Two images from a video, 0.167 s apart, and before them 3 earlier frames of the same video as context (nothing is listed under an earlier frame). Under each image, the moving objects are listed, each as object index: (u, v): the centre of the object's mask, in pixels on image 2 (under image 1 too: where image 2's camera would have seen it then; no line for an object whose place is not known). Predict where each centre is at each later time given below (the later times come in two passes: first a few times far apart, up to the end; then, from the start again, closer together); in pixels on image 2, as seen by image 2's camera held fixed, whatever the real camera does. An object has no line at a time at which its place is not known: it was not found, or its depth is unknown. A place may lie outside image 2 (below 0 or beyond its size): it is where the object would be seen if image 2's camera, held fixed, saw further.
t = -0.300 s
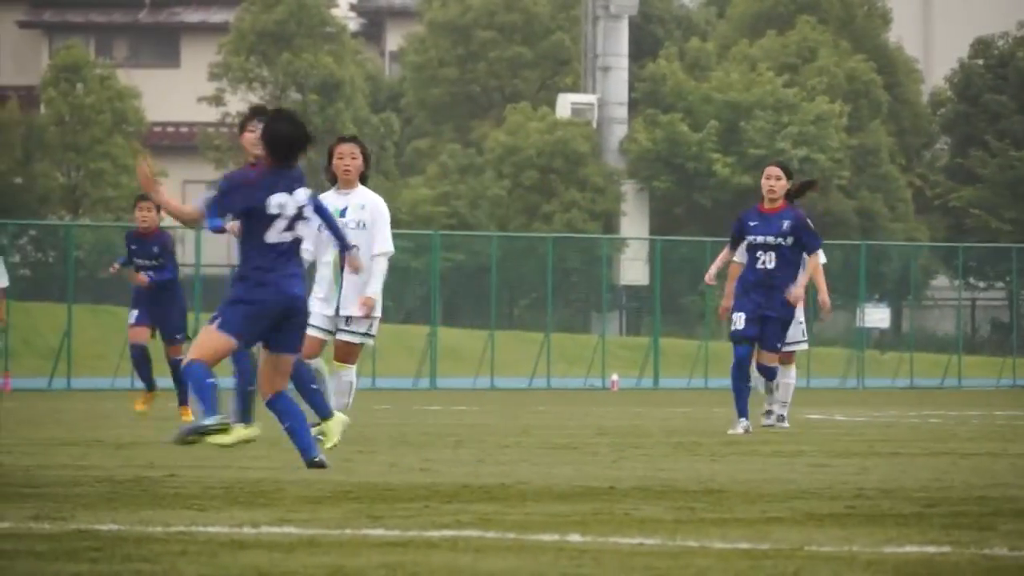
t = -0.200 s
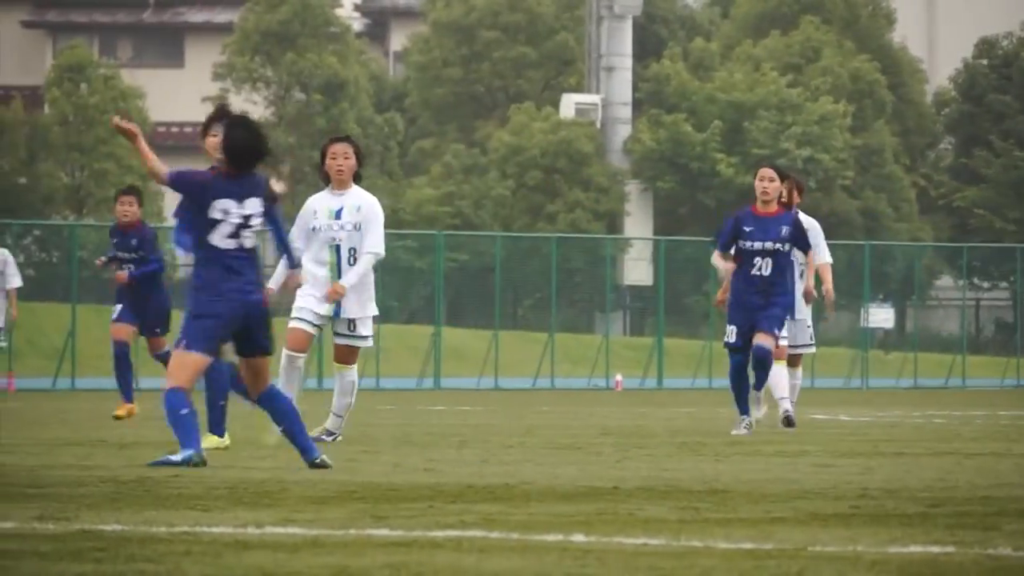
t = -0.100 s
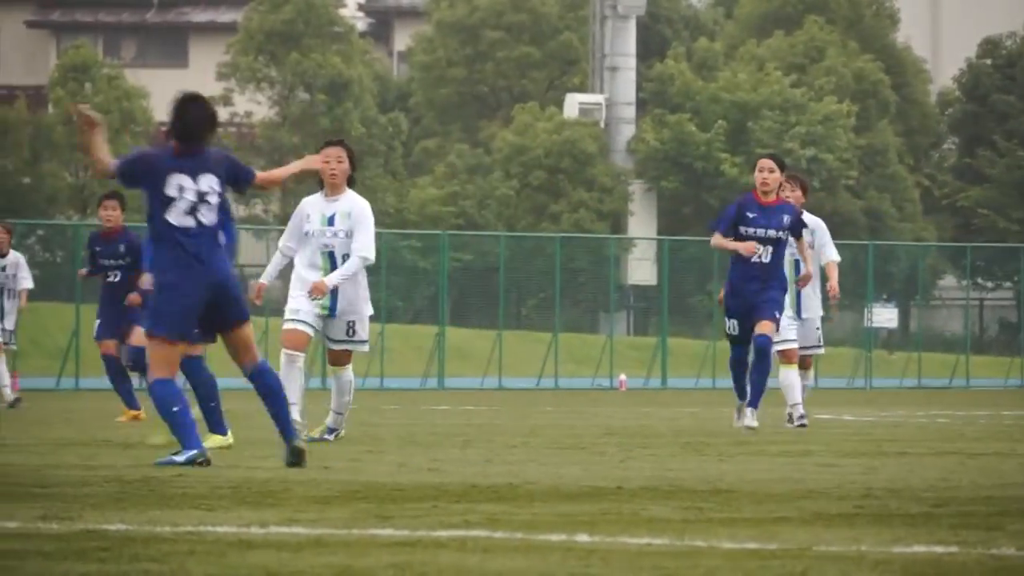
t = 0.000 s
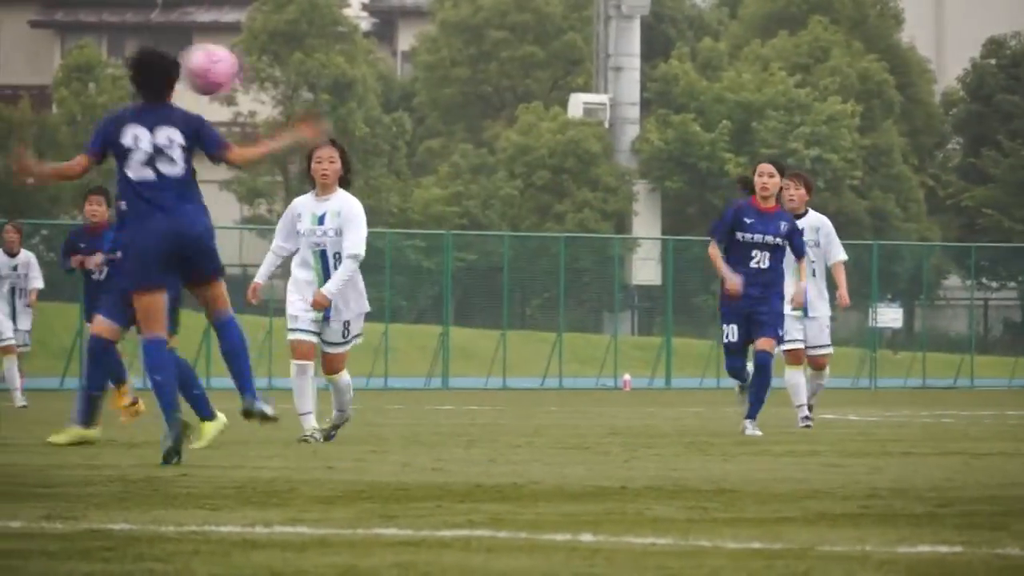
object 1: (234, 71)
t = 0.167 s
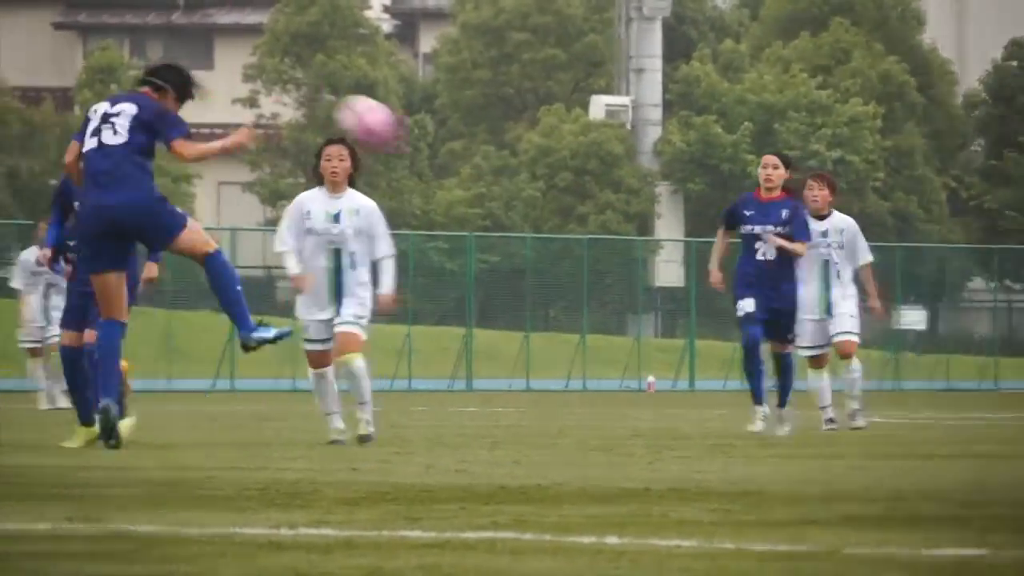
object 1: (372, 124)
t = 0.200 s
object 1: (393, 141)
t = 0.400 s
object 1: (541, 291)
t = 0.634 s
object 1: (652, 370)
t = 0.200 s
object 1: (393, 141)
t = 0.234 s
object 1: (418, 158)
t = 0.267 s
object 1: (445, 182)
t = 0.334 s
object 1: (496, 235)
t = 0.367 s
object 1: (518, 262)
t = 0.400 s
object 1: (541, 291)
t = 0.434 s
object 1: (565, 328)
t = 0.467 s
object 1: (590, 362)
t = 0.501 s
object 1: (616, 400)
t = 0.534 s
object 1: (636, 431)
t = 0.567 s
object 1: (644, 411)
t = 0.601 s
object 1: (647, 391)
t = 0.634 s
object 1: (652, 370)
